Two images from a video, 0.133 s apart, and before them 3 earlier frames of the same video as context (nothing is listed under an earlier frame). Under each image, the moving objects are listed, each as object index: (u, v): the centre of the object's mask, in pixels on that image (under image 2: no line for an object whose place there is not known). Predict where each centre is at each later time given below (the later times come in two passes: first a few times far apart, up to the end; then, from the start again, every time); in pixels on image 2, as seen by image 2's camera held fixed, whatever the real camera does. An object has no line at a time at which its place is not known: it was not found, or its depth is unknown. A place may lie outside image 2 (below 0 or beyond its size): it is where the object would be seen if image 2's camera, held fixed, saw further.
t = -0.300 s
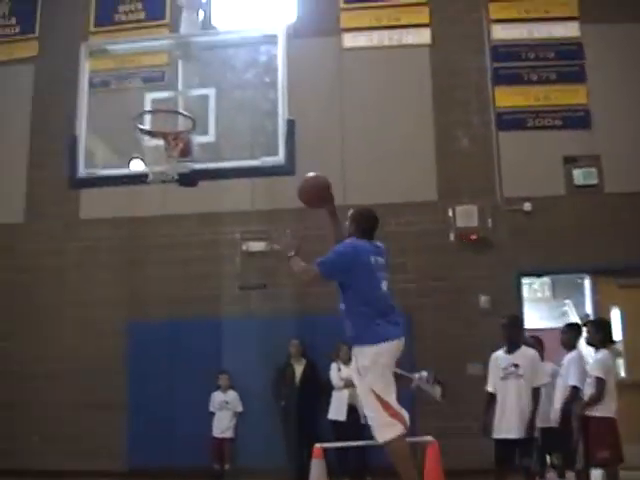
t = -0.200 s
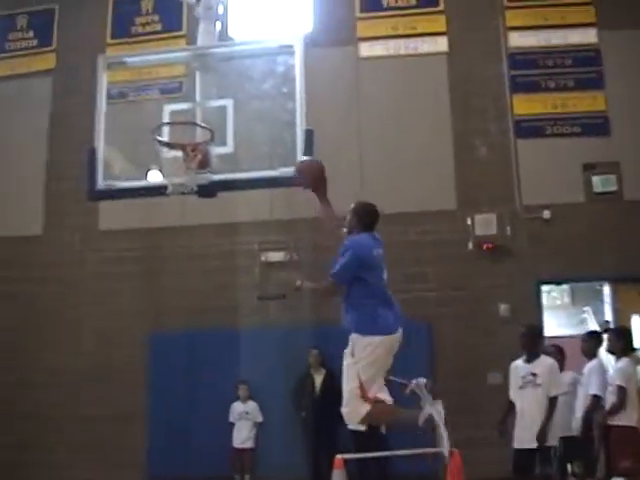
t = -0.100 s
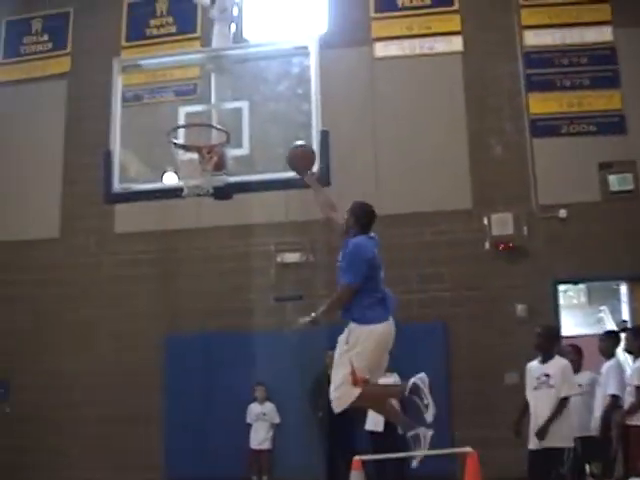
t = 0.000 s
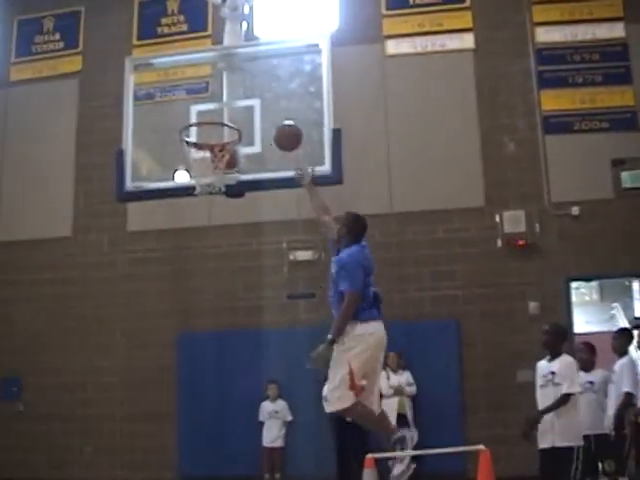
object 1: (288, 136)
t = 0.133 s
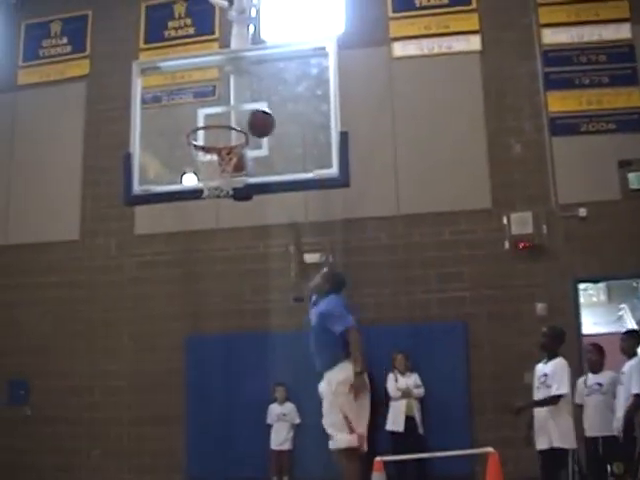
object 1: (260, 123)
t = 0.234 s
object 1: (241, 124)
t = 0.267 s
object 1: (235, 126)
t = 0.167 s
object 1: (254, 122)
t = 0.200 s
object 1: (247, 122)
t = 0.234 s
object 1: (241, 124)
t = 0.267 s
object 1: (235, 126)
